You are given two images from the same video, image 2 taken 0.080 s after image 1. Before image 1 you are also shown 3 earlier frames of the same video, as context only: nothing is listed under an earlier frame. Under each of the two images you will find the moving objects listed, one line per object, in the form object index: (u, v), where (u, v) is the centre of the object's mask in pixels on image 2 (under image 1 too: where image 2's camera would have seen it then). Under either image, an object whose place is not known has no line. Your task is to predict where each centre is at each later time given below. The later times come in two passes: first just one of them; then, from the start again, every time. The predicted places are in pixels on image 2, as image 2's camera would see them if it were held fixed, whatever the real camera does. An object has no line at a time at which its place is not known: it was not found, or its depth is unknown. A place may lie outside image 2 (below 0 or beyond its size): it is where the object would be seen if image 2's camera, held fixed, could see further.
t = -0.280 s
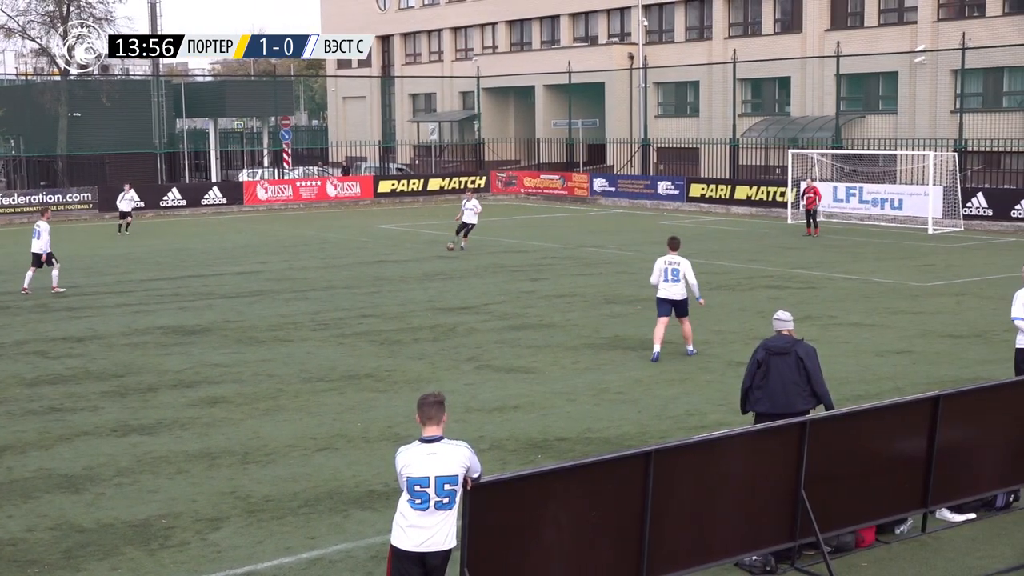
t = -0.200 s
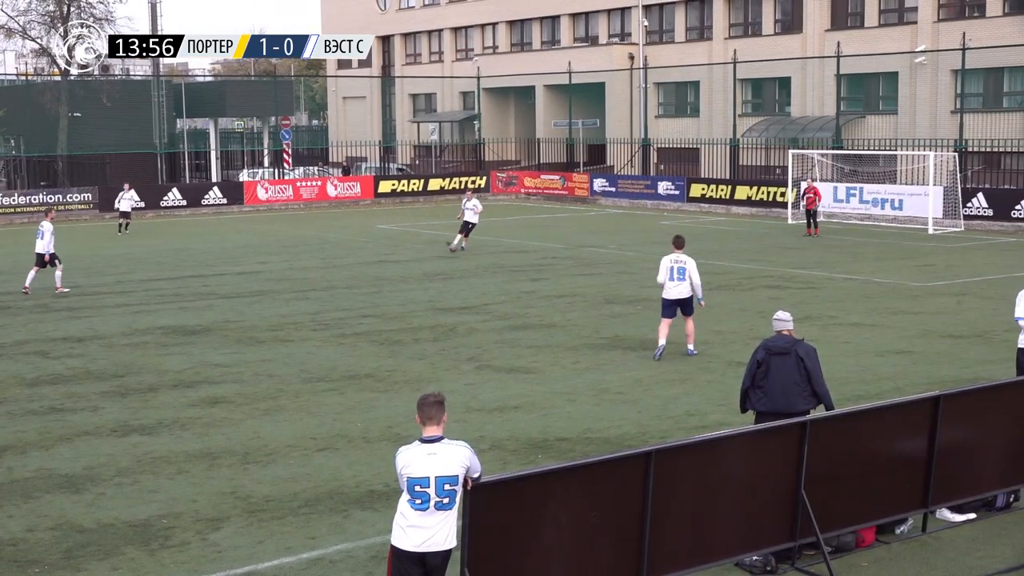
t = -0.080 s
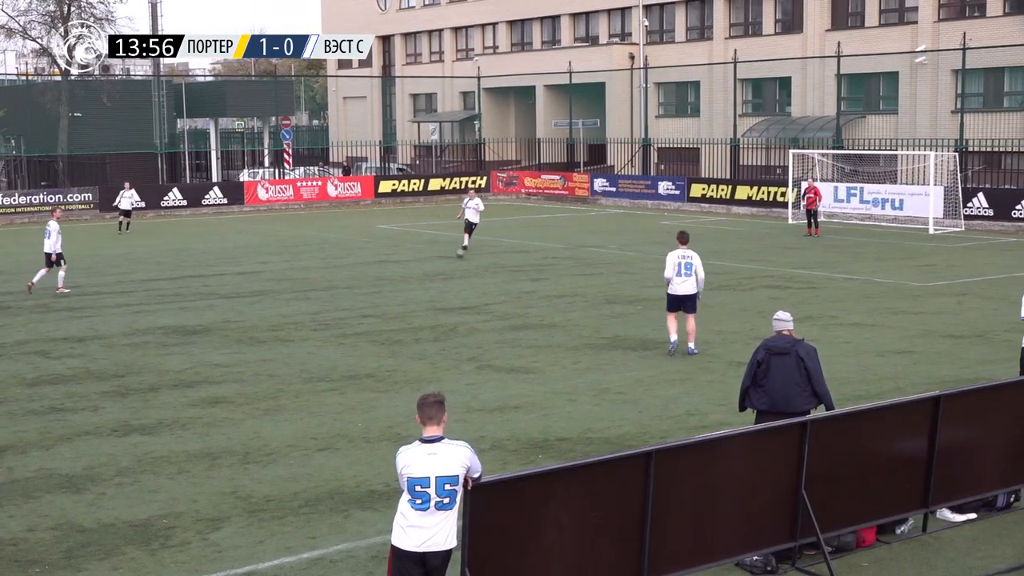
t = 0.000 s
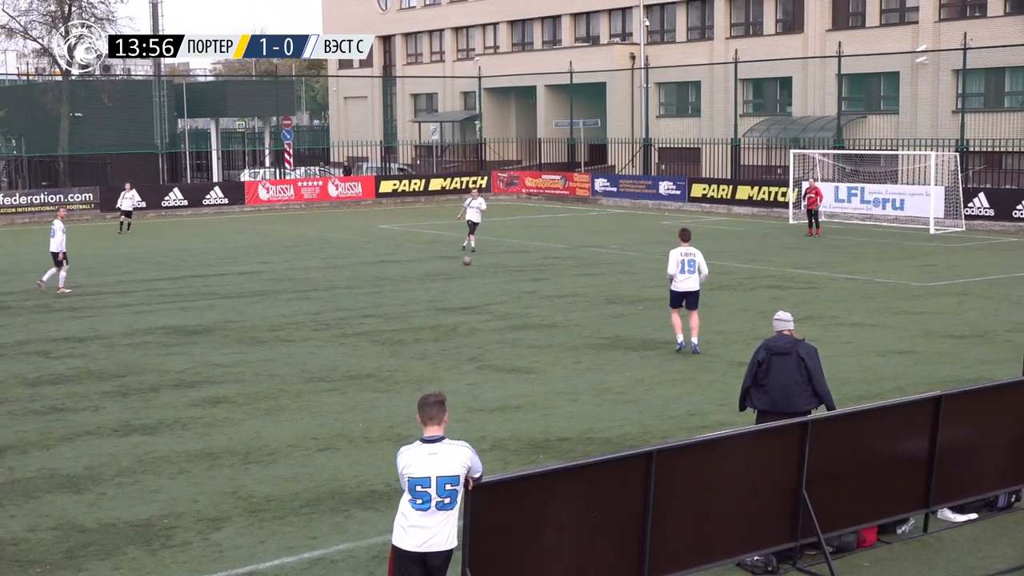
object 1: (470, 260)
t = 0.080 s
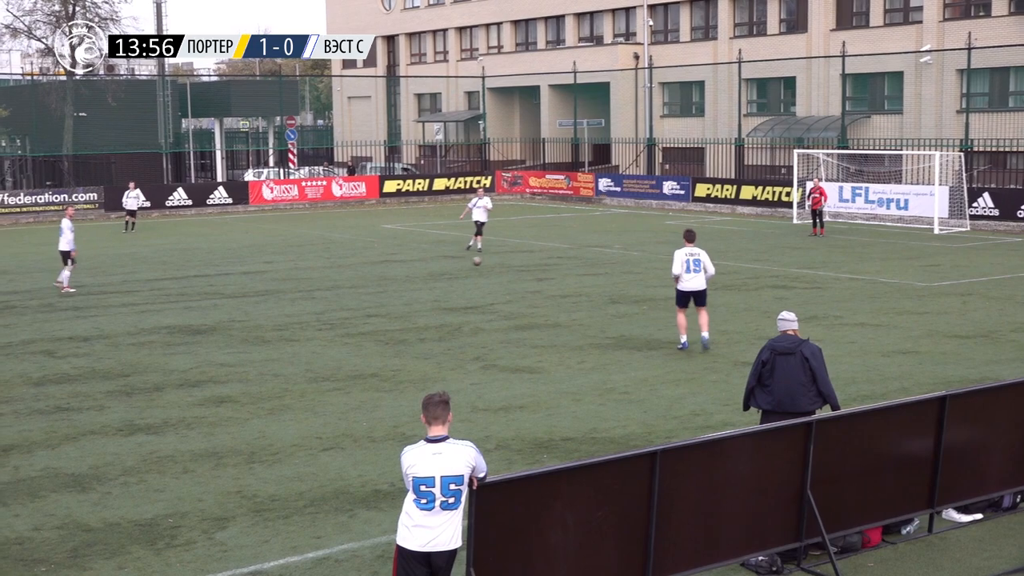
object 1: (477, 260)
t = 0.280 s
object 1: (496, 274)
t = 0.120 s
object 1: (480, 262)
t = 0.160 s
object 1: (484, 264)
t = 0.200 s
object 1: (488, 267)
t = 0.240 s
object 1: (492, 269)
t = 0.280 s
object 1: (496, 274)
